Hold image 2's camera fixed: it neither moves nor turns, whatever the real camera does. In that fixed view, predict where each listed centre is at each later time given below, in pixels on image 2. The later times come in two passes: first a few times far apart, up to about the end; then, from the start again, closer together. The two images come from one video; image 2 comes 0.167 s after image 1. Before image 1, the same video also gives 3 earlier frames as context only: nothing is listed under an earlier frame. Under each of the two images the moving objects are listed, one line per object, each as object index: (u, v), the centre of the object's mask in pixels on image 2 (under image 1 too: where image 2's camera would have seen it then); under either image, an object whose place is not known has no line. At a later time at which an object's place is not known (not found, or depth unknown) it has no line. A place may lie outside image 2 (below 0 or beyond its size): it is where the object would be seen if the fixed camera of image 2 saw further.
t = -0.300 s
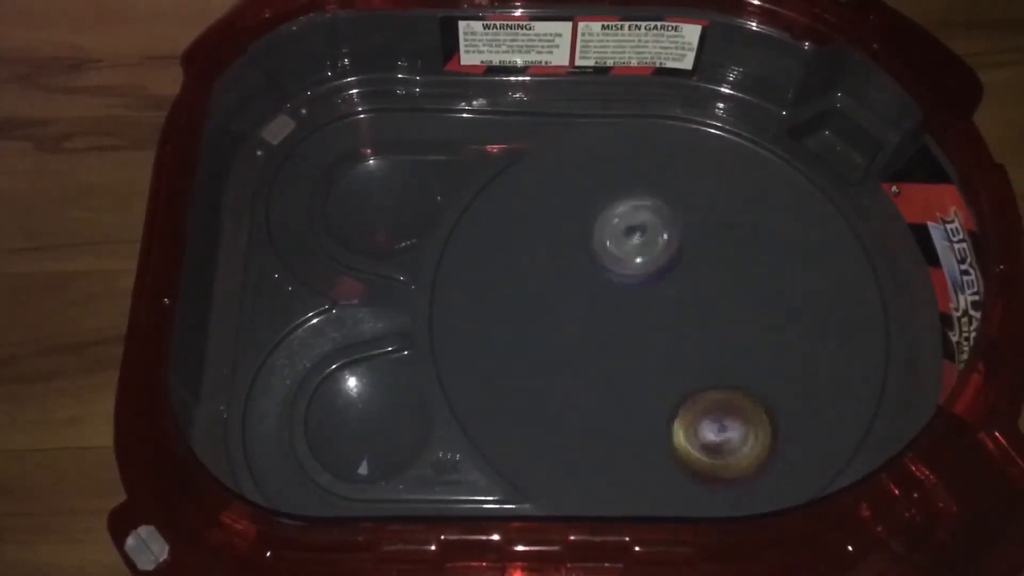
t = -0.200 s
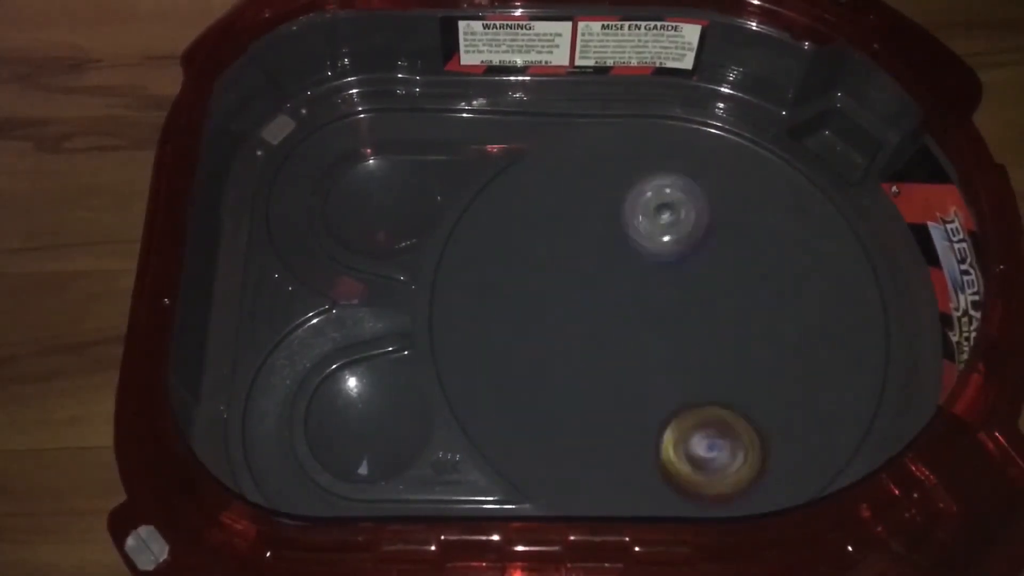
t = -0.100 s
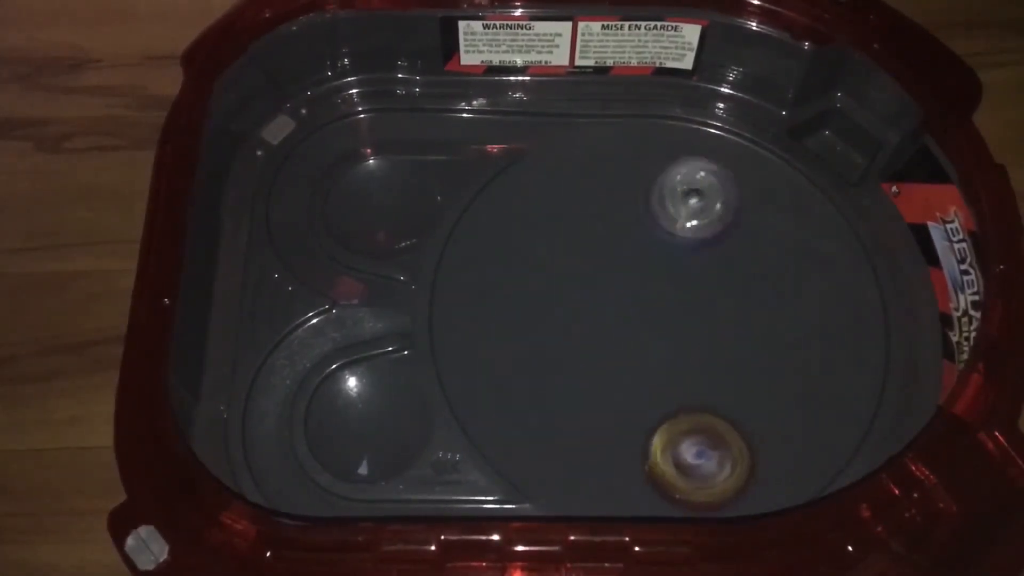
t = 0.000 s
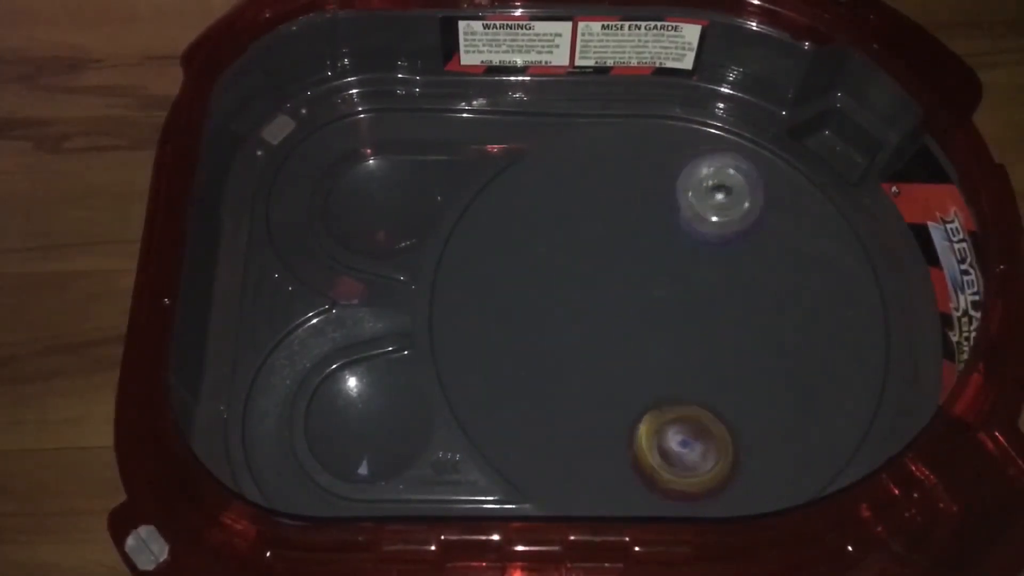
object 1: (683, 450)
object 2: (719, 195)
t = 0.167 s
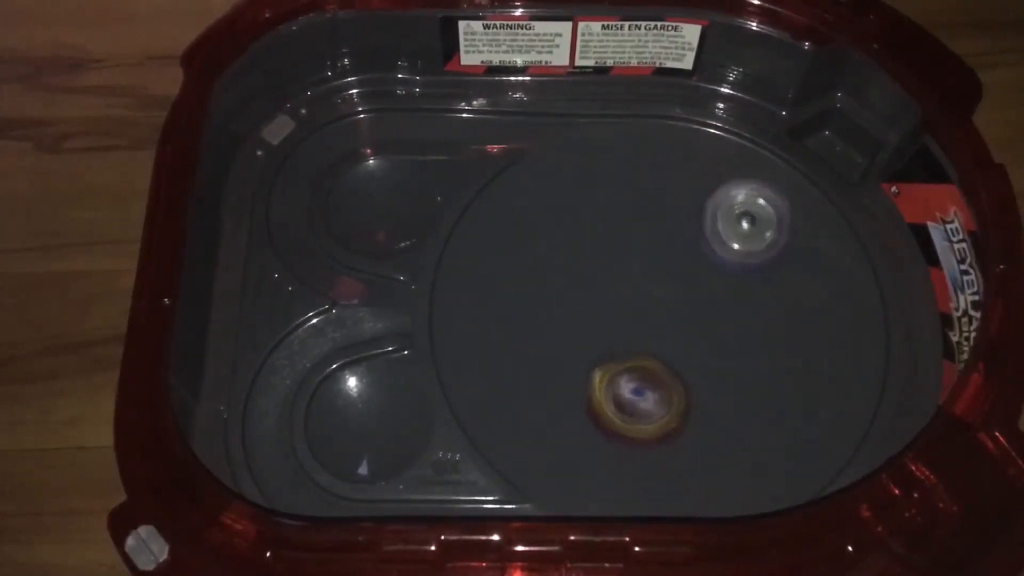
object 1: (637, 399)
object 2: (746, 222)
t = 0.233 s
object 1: (613, 375)
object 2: (746, 244)
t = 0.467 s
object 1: (539, 321)
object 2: (711, 324)
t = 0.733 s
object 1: (555, 322)
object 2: (657, 404)
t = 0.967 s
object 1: (644, 275)
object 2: (608, 430)
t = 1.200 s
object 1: (668, 213)
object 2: (596, 382)
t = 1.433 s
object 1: (653, 221)
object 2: (622, 327)
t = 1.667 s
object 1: (680, 208)
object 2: (626, 315)
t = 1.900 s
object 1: (716, 201)
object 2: (621, 339)
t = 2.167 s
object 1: (715, 256)
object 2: (623, 373)
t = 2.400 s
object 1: (743, 335)
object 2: (634, 381)
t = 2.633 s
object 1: (759, 338)
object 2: (643, 368)
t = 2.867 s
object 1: (778, 299)
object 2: (597, 326)
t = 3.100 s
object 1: (686, 294)
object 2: (579, 279)
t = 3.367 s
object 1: (660, 371)
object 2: (564, 247)
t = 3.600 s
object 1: (690, 390)
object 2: (608, 266)
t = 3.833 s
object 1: (703, 372)
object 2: (656, 269)
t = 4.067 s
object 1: (710, 358)
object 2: (700, 258)
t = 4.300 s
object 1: (679, 349)
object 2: (715, 252)
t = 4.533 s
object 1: (633, 389)
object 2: (700, 249)
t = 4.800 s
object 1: (630, 388)
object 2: (669, 273)
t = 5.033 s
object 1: (616, 452)
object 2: (688, 223)
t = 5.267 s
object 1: (646, 380)
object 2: (683, 239)
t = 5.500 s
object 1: (596, 330)
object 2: (704, 254)
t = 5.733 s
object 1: (575, 326)
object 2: (725, 293)
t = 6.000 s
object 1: (618, 300)
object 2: (739, 351)
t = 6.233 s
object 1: (599, 261)
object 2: (758, 379)
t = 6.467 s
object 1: (627, 271)
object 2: (722, 371)
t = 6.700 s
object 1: (664, 264)
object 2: (684, 380)
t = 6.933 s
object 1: (679, 275)
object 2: (645, 401)
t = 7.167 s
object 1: (701, 313)
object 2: (621, 383)
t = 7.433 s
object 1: (787, 299)
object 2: (563, 387)
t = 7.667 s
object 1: (733, 313)
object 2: (568, 359)
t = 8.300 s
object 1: (711, 306)
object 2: (561, 331)
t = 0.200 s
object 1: (625, 387)
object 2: (747, 233)
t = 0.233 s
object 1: (613, 375)
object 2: (746, 244)
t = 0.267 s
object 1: (600, 364)
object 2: (744, 255)
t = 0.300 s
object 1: (588, 354)
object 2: (739, 267)
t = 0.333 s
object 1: (578, 345)
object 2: (735, 280)
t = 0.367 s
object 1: (567, 336)
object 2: (729, 291)
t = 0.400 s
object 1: (557, 330)
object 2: (723, 302)
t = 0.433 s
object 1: (547, 325)
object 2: (718, 313)
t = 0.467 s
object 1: (539, 321)
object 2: (711, 324)
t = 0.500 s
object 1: (532, 319)
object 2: (704, 336)
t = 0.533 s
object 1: (526, 318)
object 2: (698, 347)
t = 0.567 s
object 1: (524, 318)
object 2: (691, 357)
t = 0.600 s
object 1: (523, 318)
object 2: (684, 368)
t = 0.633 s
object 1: (526, 320)
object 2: (676, 378)
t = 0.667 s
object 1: (533, 322)
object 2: (670, 386)
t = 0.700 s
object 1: (543, 323)
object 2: (664, 396)
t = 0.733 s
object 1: (555, 322)
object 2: (657, 404)
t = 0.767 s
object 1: (567, 320)
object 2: (650, 411)
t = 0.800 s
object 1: (578, 316)
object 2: (643, 416)
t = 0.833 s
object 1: (592, 310)
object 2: (636, 422)
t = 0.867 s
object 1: (606, 303)
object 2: (628, 426)
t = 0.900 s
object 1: (620, 295)
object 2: (621, 429)
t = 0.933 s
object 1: (633, 285)
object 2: (615, 429)
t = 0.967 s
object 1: (644, 275)
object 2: (608, 430)
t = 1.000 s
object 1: (655, 264)
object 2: (603, 427)
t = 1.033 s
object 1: (663, 253)
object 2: (599, 422)
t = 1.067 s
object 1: (668, 242)
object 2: (595, 418)
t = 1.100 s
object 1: (672, 233)
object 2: (593, 409)
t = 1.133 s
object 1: (671, 225)
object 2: (592, 400)
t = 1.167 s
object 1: (670, 219)
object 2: (594, 391)
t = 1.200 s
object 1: (668, 213)
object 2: (596, 382)
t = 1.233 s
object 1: (665, 209)
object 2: (599, 370)
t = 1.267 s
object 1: (662, 207)
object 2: (604, 360)
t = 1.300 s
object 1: (658, 207)
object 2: (607, 350)
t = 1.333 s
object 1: (652, 211)
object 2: (613, 339)
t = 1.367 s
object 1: (648, 219)
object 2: (619, 329)
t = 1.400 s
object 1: (646, 227)
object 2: (622, 322)
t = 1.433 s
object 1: (653, 221)
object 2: (622, 327)
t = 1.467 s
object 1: (659, 213)
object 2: (621, 333)
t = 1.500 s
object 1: (666, 209)
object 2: (622, 333)
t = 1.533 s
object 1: (671, 203)
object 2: (623, 330)
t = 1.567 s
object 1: (673, 201)
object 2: (623, 327)
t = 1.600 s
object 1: (675, 200)
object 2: (624, 323)
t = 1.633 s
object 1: (677, 204)
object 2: (625, 319)
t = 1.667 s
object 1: (680, 208)
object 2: (626, 315)
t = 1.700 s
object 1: (683, 211)
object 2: (628, 310)
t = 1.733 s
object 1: (684, 219)
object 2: (630, 306)
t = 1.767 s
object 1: (690, 220)
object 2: (630, 311)
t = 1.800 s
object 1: (697, 214)
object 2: (627, 320)
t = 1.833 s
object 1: (706, 209)
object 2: (625, 326)
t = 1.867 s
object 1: (714, 203)
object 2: (623, 333)
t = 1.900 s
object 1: (716, 201)
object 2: (621, 339)
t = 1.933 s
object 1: (718, 201)
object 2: (622, 345)
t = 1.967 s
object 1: (719, 204)
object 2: (620, 352)
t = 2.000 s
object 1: (721, 207)
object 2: (621, 356)
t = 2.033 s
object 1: (720, 214)
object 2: (620, 362)
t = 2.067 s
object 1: (717, 221)
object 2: (621, 365)
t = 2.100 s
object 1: (715, 233)
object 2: (621, 369)
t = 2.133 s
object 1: (716, 245)
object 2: (622, 372)
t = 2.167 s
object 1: (715, 256)
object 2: (623, 373)
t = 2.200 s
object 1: (714, 271)
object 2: (625, 375)
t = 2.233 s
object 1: (711, 284)
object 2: (629, 374)
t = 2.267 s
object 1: (715, 302)
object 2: (631, 375)
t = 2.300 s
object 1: (720, 314)
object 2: (634, 375)
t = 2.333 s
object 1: (727, 321)
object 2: (634, 379)
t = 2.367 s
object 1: (736, 328)
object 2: (634, 380)
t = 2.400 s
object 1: (743, 335)
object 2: (634, 381)
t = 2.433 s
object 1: (753, 338)
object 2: (634, 382)
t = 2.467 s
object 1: (758, 340)
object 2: (634, 382)
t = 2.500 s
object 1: (763, 343)
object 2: (635, 380)
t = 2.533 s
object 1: (764, 343)
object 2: (637, 378)
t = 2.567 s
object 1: (766, 342)
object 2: (639, 375)
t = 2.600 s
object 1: (766, 339)
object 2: (640, 373)
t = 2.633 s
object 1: (759, 338)
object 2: (643, 368)
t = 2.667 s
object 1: (754, 336)
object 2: (645, 362)
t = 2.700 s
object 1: (763, 331)
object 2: (632, 360)
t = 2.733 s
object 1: (770, 325)
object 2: (621, 352)
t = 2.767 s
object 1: (776, 321)
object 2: (615, 347)
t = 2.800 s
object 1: (781, 314)
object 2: (608, 339)
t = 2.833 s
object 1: (781, 304)
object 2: (602, 333)
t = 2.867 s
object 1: (778, 299)
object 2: (597, 326)
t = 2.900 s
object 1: (771, 293)
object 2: (592, 319)
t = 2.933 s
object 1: (760, 284)
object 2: (589, 312)
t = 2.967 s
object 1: (746, 283)
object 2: (586, 306)
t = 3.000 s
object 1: (731, 281)
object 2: (583, 298)
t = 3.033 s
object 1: (716, 282)
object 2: (582, 291)
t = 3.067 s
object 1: (699, 285)
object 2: (582, 285)
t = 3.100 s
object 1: (686, 294)
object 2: (579, 279)
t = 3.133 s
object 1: (680, 298)
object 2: (574, 272)
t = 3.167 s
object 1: (674, 308)
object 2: (568, 267)
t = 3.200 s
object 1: (670, 322)
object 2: (565, 262)
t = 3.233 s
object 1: (666, 329)
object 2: (562, 256)
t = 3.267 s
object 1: (662, 340)
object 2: (561, 252)
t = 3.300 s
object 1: (662, 355)
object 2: (561, 250)
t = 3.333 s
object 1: (661, 361)
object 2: (562, 248)
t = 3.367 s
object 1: (660, 371)
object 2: (564, 247)
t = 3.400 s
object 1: (664, 383)
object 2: (568, 246)
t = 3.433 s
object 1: (667, 387)
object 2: (572, 247)
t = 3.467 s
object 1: (670, 393)
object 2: (577, 250)
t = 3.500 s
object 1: (678, 399)
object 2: (584, 253)
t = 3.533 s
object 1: (684, 395)
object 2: (592, 257)
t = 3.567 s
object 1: (685, 395)
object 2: (601, 260)
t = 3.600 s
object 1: (690, 390)
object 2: (608, 266)
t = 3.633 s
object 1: (691, 383)
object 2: (618, 270)
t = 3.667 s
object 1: (690, 378)
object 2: (626, 276)
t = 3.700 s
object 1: (691, 371)
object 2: (635, 280)
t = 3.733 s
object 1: (691, 371)
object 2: (641, 277)
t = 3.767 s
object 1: (698, 373)
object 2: (643, 273)
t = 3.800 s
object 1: (704, 372)
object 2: (649, 271)
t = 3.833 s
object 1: (703, 372)
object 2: (656, 269)
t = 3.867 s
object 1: (707, 370)
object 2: (664, 269)
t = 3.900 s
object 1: (707, 365)
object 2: (672, 267)
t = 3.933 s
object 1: (707, 364)
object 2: (680, 265)
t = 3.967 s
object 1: (711, 364)
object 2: (683, 263)
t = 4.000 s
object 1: (709, 364)
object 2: (690, 261)
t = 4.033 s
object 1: (710, 361)
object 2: (695, 258)
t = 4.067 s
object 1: (710, 358)
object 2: (700, 258)
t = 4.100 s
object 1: (707, 356)
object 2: (706, 258)
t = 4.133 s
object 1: (704, 355)
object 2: (707, 255)
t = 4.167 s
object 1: (699, 353)
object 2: (711, 253)
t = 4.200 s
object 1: (696, 352)
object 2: (713, 253)
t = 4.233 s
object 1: (692, 349)
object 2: (714, 253)
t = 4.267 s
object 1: (684, 349)
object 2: (715, 254)
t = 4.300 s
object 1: (679, 349)
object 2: (715, 252)
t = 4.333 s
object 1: (670, 354)
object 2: (714, 248)
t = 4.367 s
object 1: (664, 364)
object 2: (713, 246)
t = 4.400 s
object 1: (656, 367)
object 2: (712, 244)
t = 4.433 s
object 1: (648, 373)
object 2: (710, 244)
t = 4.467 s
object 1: (645, 379)
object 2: (708, 244)
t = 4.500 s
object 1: (638, 382)
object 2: (703, 246)
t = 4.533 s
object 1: (633, 389)
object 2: (700, 249)
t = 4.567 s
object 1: (634, 389)
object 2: (694, 253)
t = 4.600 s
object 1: (631, 391)
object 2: (691, 257)
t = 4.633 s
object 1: (633, 390)
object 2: (687, 262)
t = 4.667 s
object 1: (633, 388)
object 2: (681, 267)
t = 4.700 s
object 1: (634, 387)
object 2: (676, 273)
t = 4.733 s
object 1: (636, 380)
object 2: (673, 279)
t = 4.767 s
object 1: (635, 377)
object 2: (670, 284)
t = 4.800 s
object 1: (630, 388)
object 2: (669, 273)
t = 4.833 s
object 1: (619, 408)
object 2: (674, 258)
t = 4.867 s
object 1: (616, 423)
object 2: (678, 247)
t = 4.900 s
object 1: (611, 433)
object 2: (681, 240)
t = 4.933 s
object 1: (613, 442)
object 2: (683, 235)
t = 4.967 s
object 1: (612, 447)
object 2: (685, 229)
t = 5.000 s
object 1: (616, 453)
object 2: (687, 225)
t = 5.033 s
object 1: (616, 452)
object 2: (688, 223)
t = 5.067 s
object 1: (624, 450)
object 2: (688, 221)
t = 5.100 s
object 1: (627, 446)
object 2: (688, 221)
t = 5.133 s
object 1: (635, 438)
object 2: (688, 222)
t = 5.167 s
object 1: (638, 425)
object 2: (687, 225)
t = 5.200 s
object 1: (643, 413)
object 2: (686, 228)
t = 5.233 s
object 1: (643, 396)
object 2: (685, 234)
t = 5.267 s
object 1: (646, 380)
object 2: (683, 239)
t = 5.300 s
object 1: (644, 360)
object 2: (682, 246)
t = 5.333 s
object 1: (645, 346)
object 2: (681, 253)
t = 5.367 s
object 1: (633, 336)
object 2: (685, 250)
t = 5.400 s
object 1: (626, 335)
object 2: (690, 246)
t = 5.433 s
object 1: (611, 332)
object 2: (694, 246)
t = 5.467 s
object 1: (607, 331)
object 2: (698, 250)
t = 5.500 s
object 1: (596, 330)
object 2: (704, 254)
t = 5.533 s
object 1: (591, 327)
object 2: (707, 258)
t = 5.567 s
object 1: (582, 330)
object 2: (711, 262)
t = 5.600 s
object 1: (578, 326)
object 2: (715, 268)
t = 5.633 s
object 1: (575, 328)
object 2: (718, 273)
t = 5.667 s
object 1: (574, 326)
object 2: (721, 279)
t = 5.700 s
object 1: (576, 328)
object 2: (723, 286)
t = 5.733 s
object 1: (575, 326)
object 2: (725, 293)
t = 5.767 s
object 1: (580, 328)
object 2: (725, 299)
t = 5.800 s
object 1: (582, 327)
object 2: (726, 307)
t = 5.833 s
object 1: (591, 325)
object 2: (727, 314)
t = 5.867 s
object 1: (598, 326)
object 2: (727, 320)
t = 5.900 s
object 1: (607, 321)
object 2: (724, 328)
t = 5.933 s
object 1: (618, 319)
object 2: (725, 334)
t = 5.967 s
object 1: (618, 310)
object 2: (730, 342)
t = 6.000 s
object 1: (618, 300)
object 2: (739, 351)
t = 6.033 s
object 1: (610, 291)
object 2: (744, 357)
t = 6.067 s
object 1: (607, 282)
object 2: (745, 362)
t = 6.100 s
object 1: (606, 279)
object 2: (748, 366)
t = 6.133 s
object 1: (602, 274)
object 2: (751, 370)
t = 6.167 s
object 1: (602, 269)
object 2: (755, 375)
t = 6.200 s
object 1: (600, 267)
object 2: (757, 378)
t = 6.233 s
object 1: (599, 261)
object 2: (758, 379)
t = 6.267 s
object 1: (604, 262)
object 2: (756, 380)
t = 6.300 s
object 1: (602, 260)
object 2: (754, 381)
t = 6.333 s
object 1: (606, 260)
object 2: (750, 380)
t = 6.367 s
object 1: (610, 263)
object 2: (746, 378)
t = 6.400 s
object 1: (611, 263)
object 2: (737, 376)
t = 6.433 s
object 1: (622, 264)
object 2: (731, 373)
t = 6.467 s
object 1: (627, 271)
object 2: (722, 371)
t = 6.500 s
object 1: (633, 269)
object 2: (715, 369)
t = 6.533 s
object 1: (644, 271)
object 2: (706, 368)
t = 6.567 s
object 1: (648, 273)
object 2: (698, 366)
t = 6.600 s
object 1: (654, 271)
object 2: (696, 369)
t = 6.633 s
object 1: (658, 270)
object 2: (693, 374)
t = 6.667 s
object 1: (659, 264)
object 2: (688, 378)
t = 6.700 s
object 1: (664, 264)
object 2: (684, 380)
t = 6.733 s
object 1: (665, 266)
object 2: (677, 383)
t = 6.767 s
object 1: (667, 264)
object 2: (670, 387)
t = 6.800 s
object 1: (674, 265)
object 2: (665, 392)
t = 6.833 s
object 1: (672, 268)
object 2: (661, 395)
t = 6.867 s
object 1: (676, 270)
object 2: (655, 398)
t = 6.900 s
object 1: (679, 274)
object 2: (650, 400)
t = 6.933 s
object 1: (679, 275)
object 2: (645, 401)
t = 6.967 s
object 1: (683, 279)
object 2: (641, 402)
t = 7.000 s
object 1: (685, 287)
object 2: (636, 401)
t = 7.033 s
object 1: (686, 290)
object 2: (634, 400)
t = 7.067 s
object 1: (692, 294)
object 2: (629, 397)
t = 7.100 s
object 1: (691, 304)
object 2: (627, 393)
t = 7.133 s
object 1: (693, 307)
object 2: (623, 388)
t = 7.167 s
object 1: (701, 313)
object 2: (621, 383)
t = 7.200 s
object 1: (710, 315)
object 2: (610, 386)
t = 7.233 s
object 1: (731, 312)
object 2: (593, 391)
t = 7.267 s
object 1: (743, 304)
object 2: (585, 392)
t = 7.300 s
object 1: (760, 300)
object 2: (581, 392)
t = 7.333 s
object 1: (771, 298)
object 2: (576, 392)
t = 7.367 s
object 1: (782, 298)
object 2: (569, 391)
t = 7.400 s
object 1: (785, 299)
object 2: (566, 389)
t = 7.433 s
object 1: (787, 299)
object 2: (563, 387)
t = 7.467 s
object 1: (785, 303)
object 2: (561, 384)
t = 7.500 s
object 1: (781, 305)
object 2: (560, 380)
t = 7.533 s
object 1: (773, 303)
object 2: (557, 378)
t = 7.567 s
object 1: (769, 304)
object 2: (558, 375)
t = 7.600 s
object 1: (758, 310)
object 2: (564, 372)
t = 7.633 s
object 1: (745, 313)
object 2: (565, 366)
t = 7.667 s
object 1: (733, 313)
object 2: (568, 359)
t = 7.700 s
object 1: (723, 316)
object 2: (571, 352)
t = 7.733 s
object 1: (705, 318)
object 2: (574, 345)
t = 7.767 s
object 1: (692, 318)
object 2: (578, 339)
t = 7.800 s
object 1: (683, 317)
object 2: (578, 332)
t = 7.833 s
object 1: (682, 318)
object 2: (571, 332)
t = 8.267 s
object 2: (561, 330)
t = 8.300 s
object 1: (711, 306)
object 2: (561, 331)
